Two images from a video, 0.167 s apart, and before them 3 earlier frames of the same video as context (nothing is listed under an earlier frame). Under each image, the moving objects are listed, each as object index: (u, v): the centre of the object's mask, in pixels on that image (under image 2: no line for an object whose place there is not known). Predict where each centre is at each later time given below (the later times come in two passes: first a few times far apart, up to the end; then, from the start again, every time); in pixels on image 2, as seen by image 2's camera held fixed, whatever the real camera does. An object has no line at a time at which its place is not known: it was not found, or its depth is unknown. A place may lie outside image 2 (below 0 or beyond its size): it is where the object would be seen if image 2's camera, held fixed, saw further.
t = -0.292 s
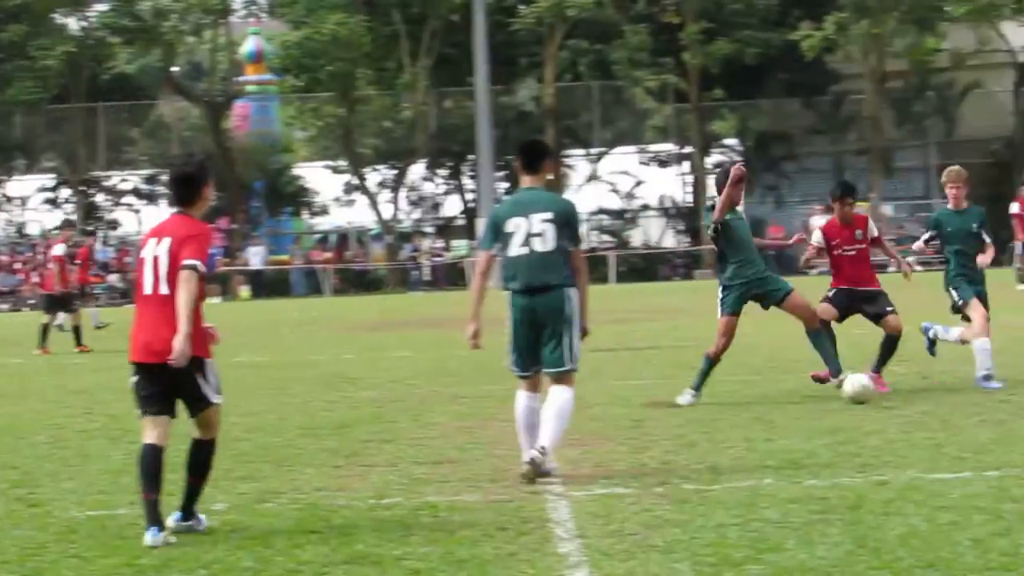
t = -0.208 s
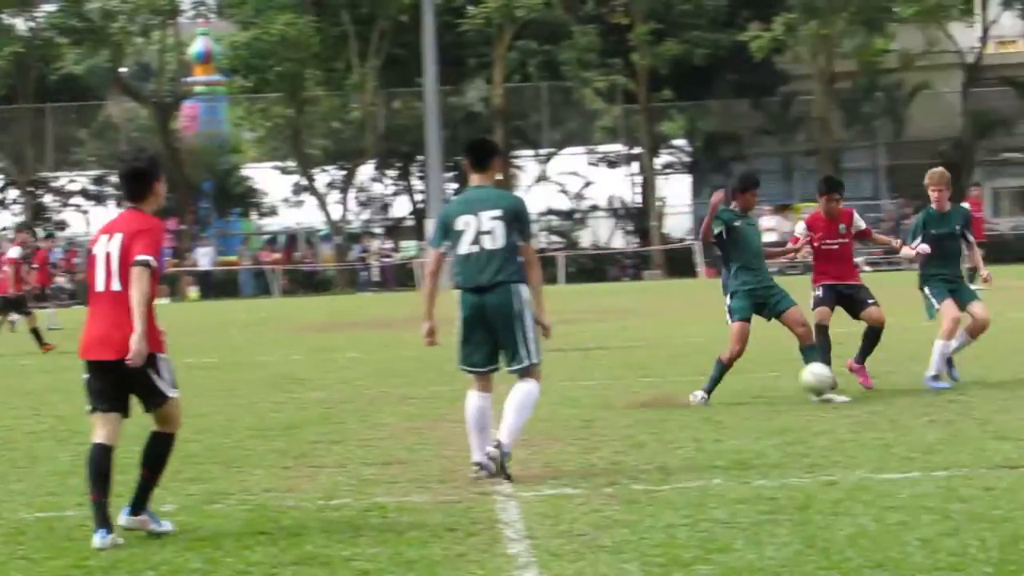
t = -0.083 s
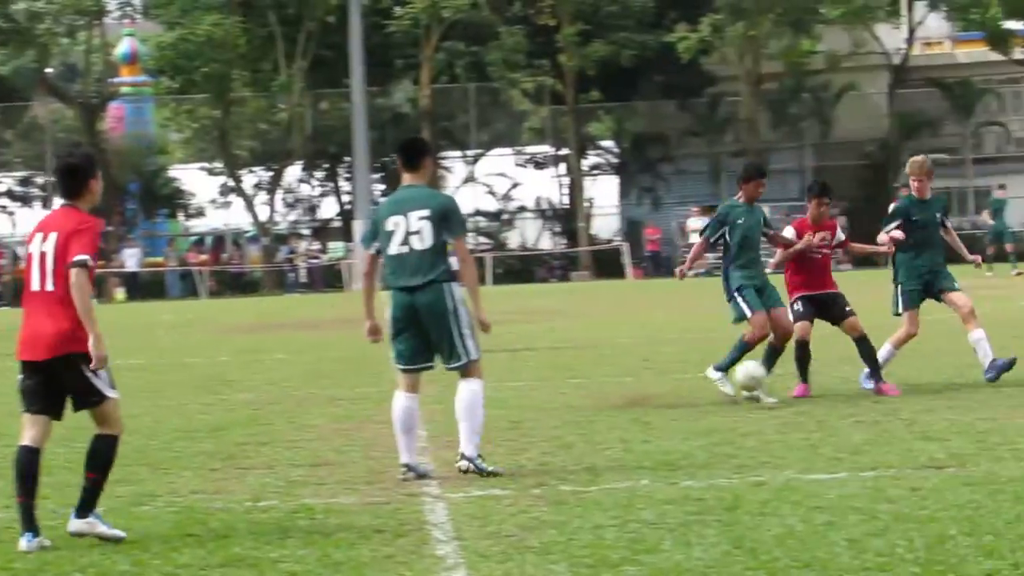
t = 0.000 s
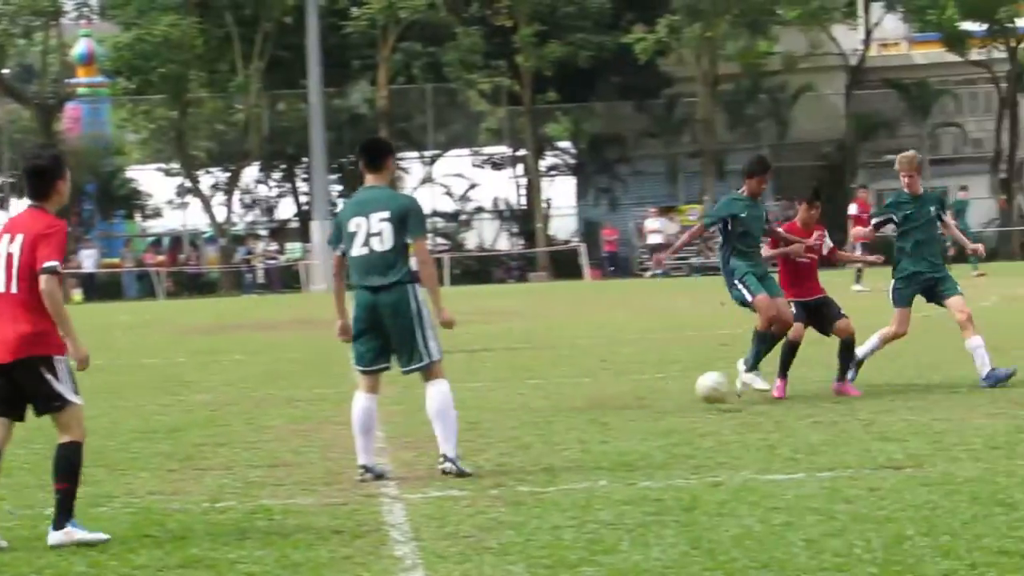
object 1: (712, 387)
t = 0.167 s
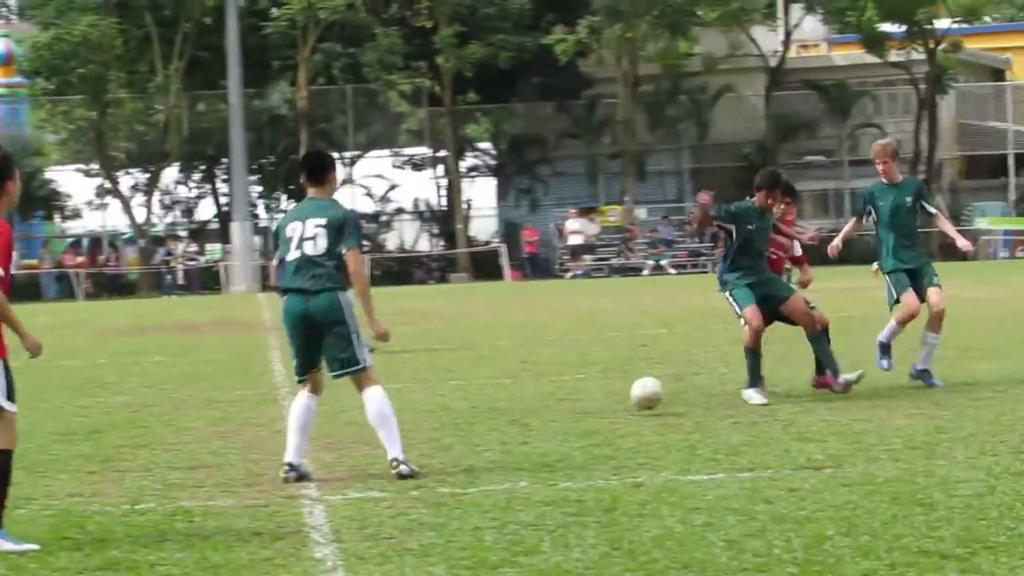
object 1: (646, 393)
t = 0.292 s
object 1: (660, 400)
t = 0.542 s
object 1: (695, 399)
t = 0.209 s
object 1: (651, 395)
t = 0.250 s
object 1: (655, 399)
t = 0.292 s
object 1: (660, 400)
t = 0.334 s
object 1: (666, 399)
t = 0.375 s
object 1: (673, 399)
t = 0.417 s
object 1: (678, 400)
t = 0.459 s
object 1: (684, 399)
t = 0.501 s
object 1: (689, 399)
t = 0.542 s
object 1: (695, 399)
